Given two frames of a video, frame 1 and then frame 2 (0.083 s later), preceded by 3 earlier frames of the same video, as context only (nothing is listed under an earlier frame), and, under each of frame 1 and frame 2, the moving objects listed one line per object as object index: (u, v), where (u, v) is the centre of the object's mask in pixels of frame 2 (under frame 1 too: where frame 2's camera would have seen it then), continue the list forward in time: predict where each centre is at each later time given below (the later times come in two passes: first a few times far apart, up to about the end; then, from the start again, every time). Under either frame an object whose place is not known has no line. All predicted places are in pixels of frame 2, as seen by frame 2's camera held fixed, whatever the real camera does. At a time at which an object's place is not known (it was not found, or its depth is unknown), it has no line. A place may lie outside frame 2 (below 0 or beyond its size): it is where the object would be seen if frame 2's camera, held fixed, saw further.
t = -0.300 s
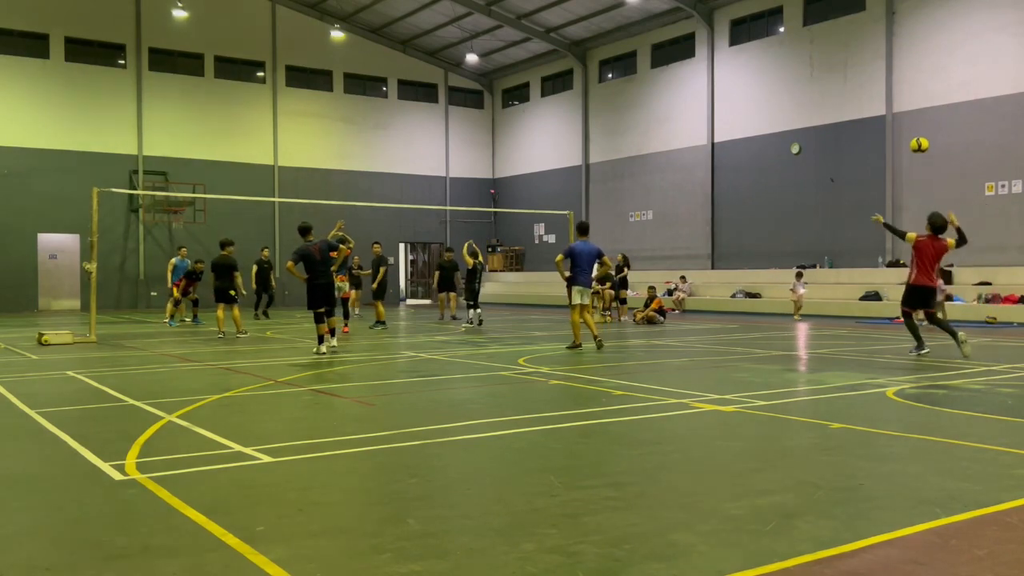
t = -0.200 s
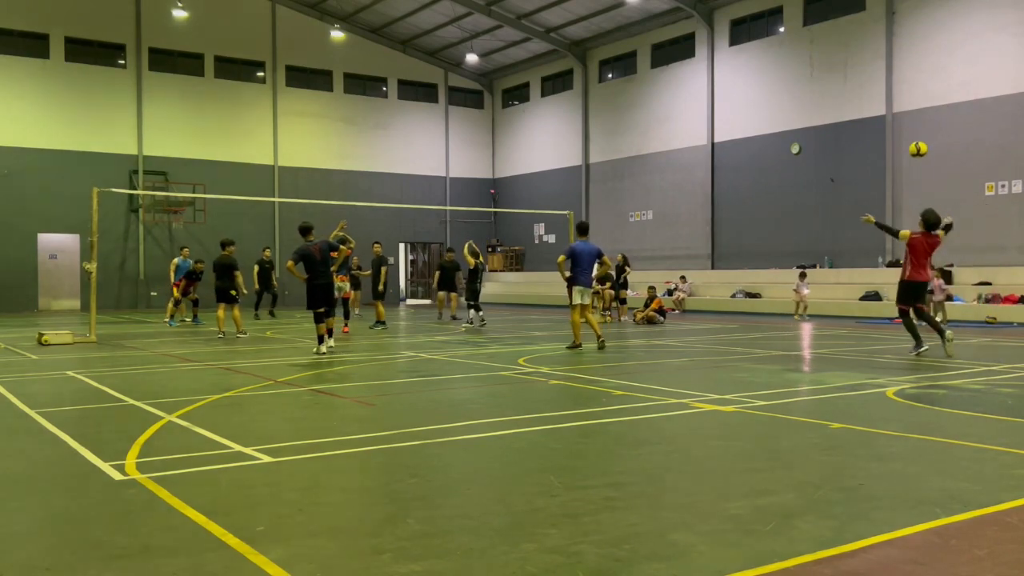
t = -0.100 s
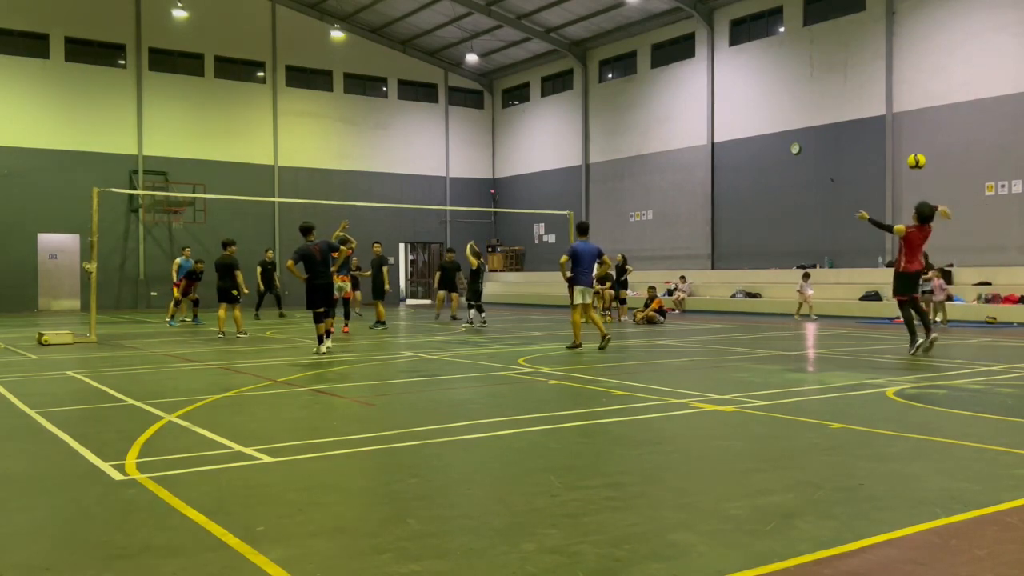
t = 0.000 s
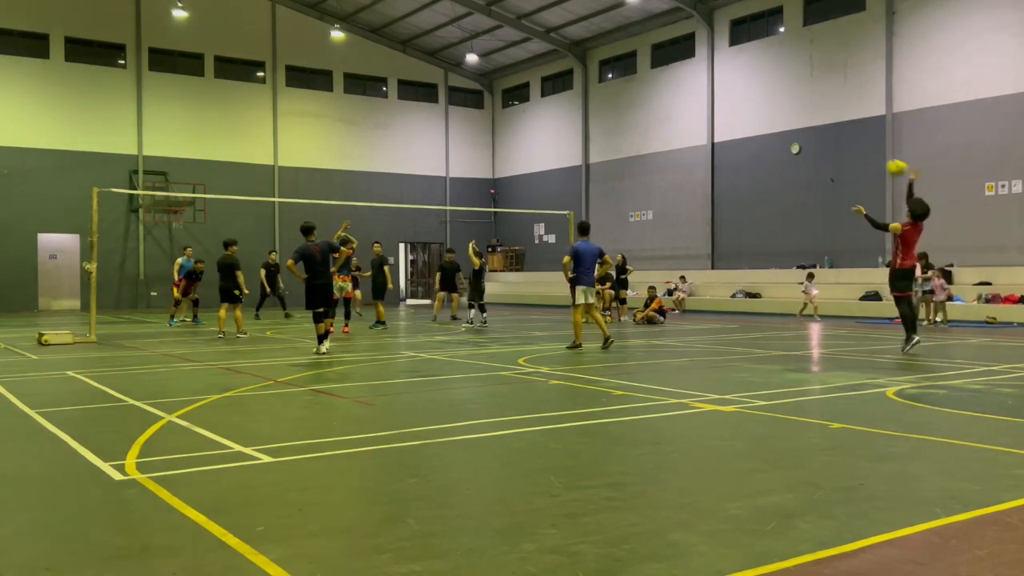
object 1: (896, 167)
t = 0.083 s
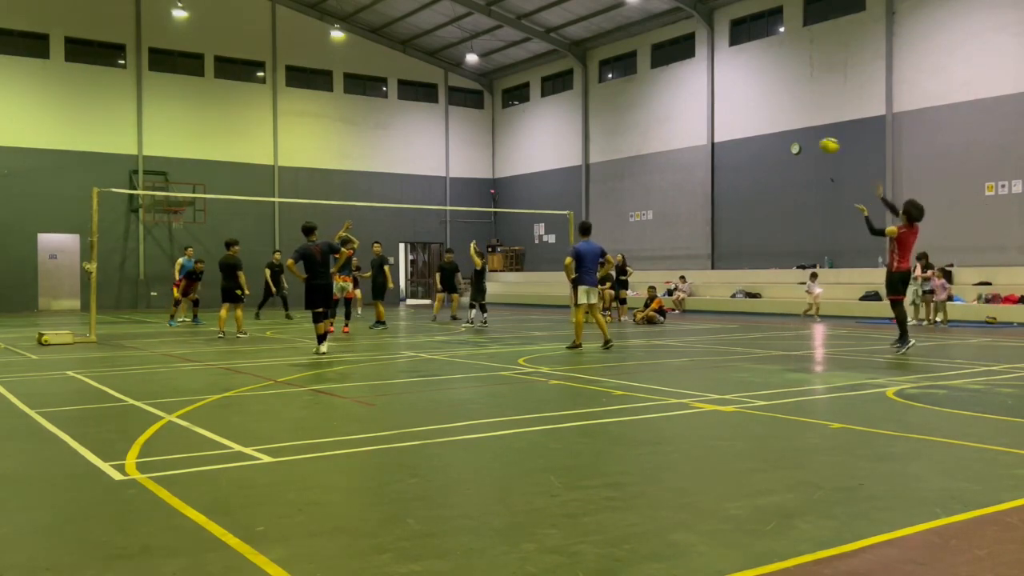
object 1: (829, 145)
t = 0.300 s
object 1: (691, 117)
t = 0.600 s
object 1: (552, 130)
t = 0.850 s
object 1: (467, 174)
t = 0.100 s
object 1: (818, 142)
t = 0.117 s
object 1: (806, 139)
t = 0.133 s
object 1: (794, 136)
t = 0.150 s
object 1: (784, 134)
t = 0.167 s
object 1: (772, 131)
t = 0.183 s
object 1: (761, 129)
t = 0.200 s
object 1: (750, 127)
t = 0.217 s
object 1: (740, 125)
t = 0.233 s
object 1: (730, 123)
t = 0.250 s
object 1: (720, 121)
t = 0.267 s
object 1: (710, 120)
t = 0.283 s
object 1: (700, 119)
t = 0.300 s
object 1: (691, 117)
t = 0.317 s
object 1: (682, 117)
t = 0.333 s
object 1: (673, 116)
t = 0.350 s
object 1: (665, 116)
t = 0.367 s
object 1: (656, 115)
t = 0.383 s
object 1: (647, 115)
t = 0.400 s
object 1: (640, 115)
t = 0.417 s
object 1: (631, 116)
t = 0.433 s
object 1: (623, 116)
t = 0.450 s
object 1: (616, 116)
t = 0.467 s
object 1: (608, 117)
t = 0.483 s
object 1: (601, 118)
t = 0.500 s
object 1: (594, 120)
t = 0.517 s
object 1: (586, 121)
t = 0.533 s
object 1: (580, 122)
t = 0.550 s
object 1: (572, 124)
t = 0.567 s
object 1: (565, 126)
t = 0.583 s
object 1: (558, 128)
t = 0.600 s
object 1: (552, 130)
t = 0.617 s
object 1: (546, 132)
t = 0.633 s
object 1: (539, 135)
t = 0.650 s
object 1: (533, 137)
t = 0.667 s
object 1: (527, 140)
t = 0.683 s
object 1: (521, 142)
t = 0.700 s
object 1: (515, 145)
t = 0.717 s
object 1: (509, 148)
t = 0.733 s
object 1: (504, 151)
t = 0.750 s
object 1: (499, 154)
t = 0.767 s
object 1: (493, 157)
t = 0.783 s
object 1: (487, 161)
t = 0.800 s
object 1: (482, 164)
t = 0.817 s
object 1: (478, 168)
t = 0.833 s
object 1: (472, 172)
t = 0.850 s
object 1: (467, 174)
